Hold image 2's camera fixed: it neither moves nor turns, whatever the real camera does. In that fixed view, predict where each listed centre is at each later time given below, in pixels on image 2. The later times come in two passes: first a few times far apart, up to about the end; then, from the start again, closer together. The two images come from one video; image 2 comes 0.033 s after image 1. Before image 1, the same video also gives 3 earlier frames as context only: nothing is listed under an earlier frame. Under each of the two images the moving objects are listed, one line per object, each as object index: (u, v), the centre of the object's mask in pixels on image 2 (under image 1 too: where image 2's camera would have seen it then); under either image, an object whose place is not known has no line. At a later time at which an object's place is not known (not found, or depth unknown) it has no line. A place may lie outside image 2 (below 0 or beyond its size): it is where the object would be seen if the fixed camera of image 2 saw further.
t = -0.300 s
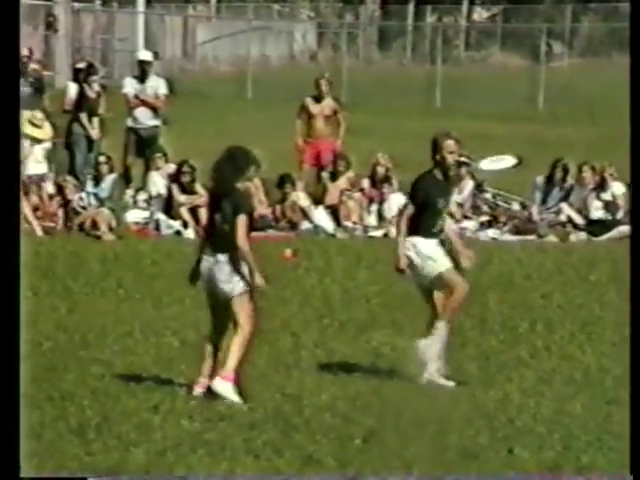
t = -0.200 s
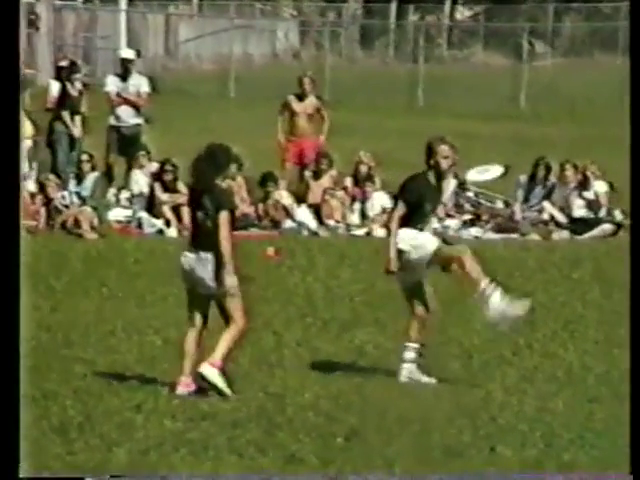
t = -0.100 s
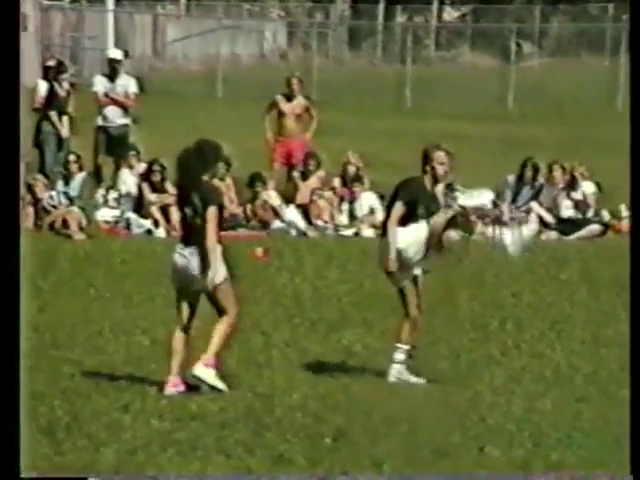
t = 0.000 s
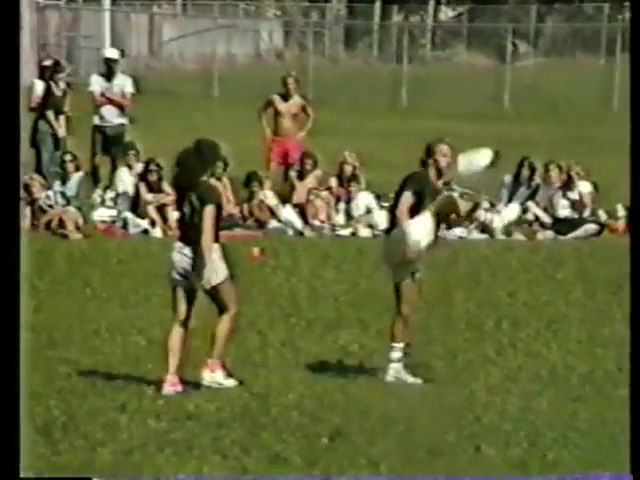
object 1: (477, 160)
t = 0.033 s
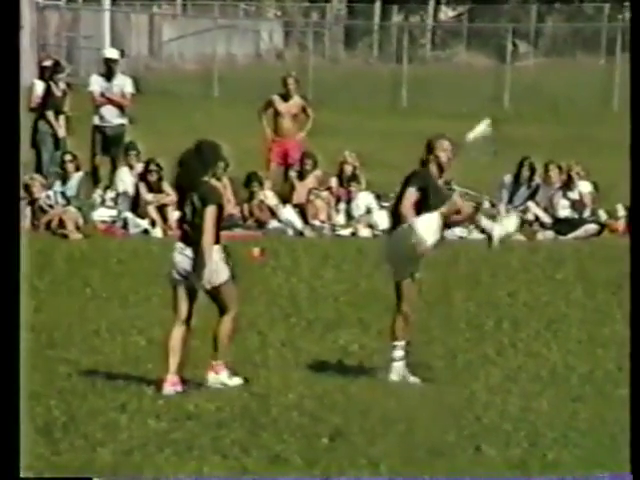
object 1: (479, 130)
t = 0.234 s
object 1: (486, 35)
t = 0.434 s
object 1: (492, 5)
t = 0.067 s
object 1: (478, 114)
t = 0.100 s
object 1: (481, 90)
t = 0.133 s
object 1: (480, 77)
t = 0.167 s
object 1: (484, 58)
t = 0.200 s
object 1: (483, 47)
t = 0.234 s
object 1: (486, 35)
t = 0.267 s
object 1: (487, 26)
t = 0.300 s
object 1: (489, 18)
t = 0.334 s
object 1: (491, 11)
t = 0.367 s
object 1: (490, 8)
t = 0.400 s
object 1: (488, 8)
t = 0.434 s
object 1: (492, 5)
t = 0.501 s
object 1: (494, 6)
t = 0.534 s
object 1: (493, 9)
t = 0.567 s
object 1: (497, 12)
